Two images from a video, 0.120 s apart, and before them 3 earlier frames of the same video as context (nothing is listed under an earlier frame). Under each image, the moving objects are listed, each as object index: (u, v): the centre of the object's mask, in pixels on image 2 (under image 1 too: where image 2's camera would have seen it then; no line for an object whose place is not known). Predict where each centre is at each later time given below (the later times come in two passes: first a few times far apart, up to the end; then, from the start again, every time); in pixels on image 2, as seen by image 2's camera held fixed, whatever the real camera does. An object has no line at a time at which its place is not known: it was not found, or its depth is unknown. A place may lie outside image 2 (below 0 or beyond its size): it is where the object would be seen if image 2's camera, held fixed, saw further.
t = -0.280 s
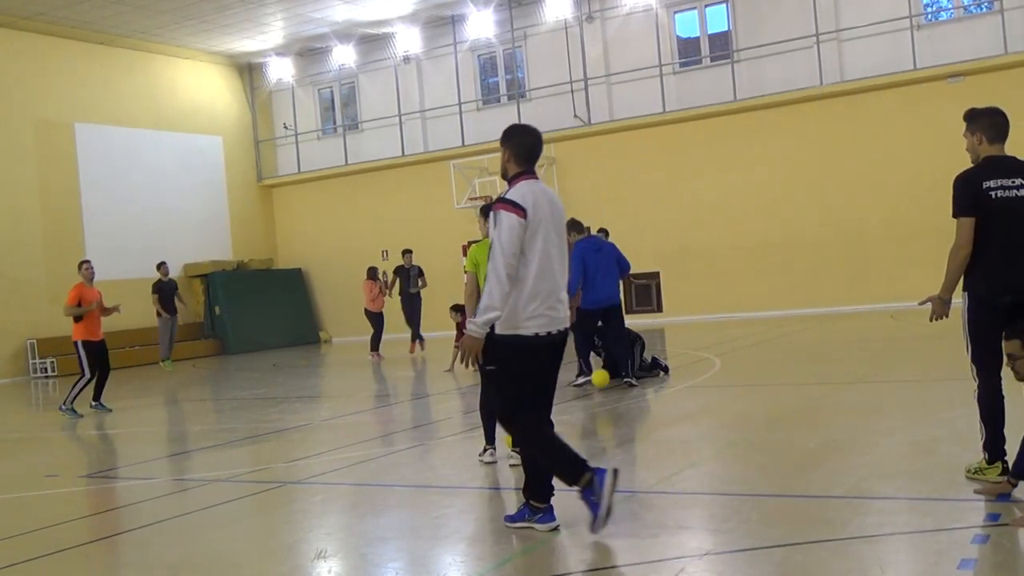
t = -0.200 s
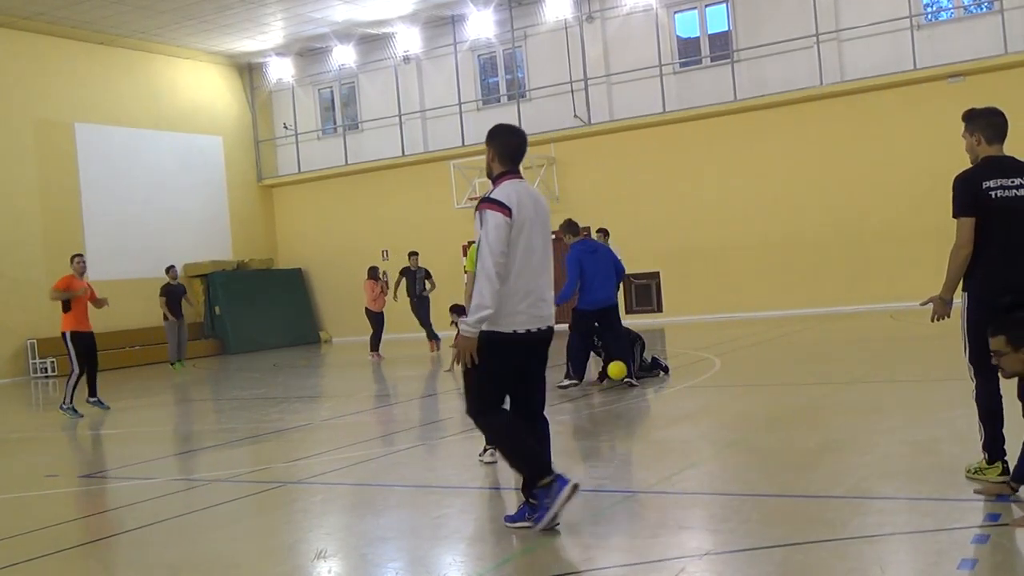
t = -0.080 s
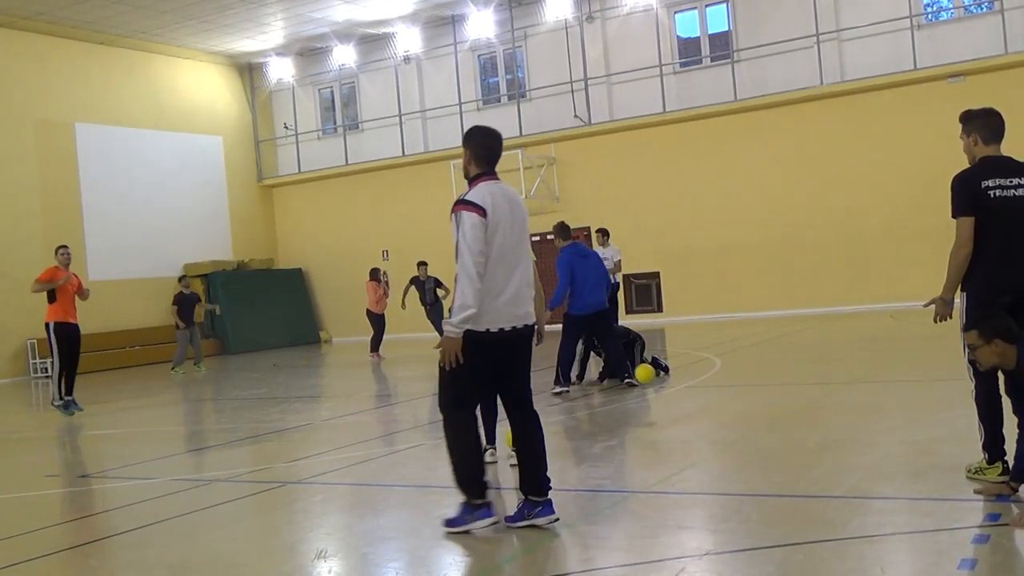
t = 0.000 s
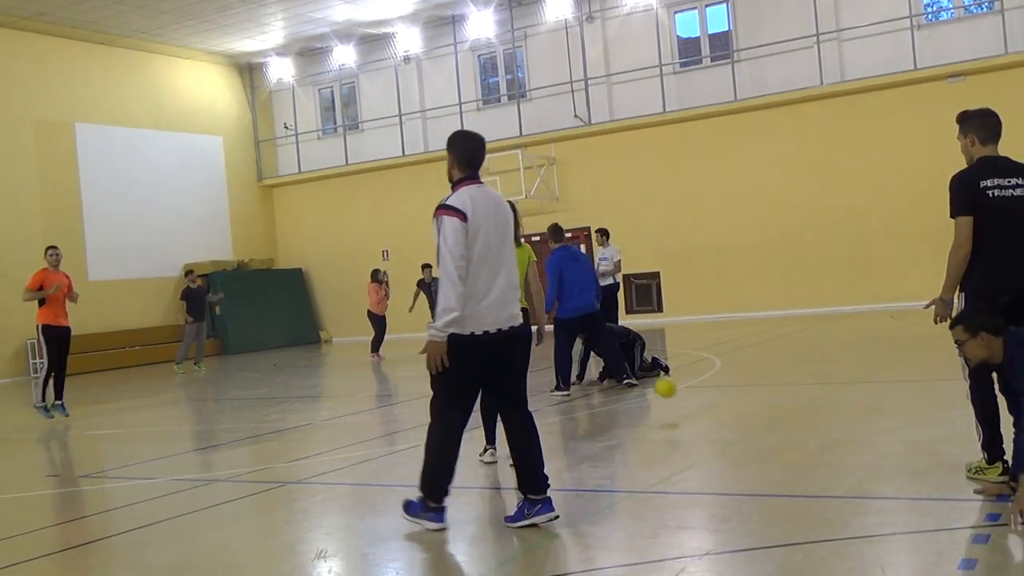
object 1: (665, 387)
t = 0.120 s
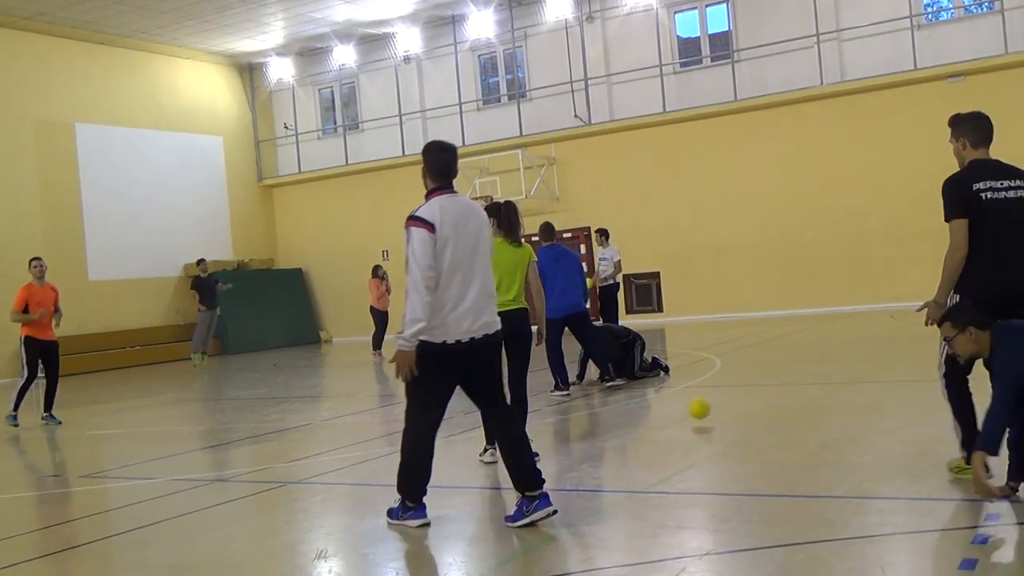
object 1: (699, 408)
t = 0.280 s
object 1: (743, 399)
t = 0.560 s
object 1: (839, 428)
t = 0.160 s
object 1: (709, 403)
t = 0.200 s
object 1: (719, 400)
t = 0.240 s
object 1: (730, 398)
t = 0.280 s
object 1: (743, 399)
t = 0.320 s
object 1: (755, 403)
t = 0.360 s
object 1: (768, 410)
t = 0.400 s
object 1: (782, 420)
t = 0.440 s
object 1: (797, 433)
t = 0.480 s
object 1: (811, 433)
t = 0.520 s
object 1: (824, 429)
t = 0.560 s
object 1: (839, 428)
